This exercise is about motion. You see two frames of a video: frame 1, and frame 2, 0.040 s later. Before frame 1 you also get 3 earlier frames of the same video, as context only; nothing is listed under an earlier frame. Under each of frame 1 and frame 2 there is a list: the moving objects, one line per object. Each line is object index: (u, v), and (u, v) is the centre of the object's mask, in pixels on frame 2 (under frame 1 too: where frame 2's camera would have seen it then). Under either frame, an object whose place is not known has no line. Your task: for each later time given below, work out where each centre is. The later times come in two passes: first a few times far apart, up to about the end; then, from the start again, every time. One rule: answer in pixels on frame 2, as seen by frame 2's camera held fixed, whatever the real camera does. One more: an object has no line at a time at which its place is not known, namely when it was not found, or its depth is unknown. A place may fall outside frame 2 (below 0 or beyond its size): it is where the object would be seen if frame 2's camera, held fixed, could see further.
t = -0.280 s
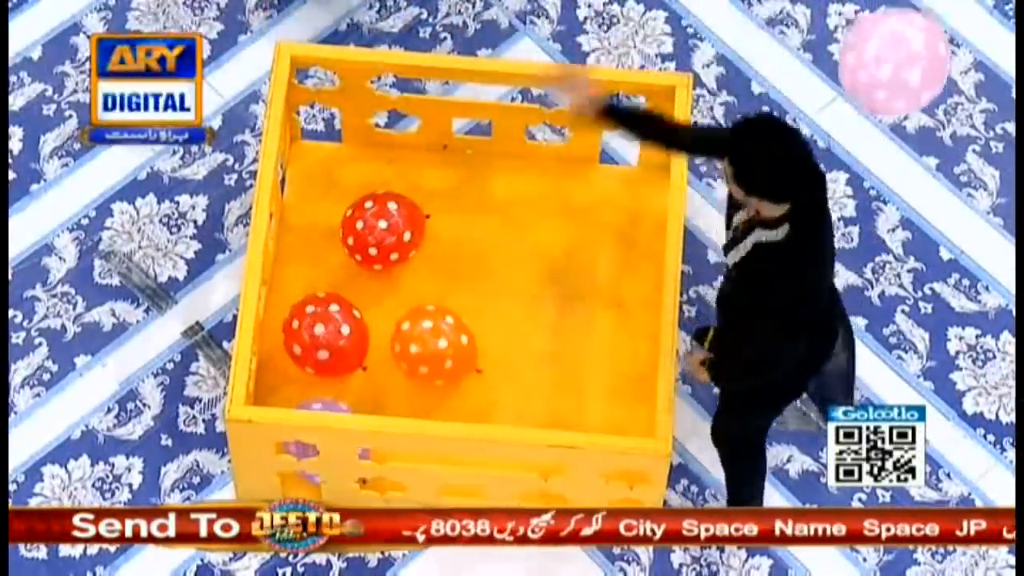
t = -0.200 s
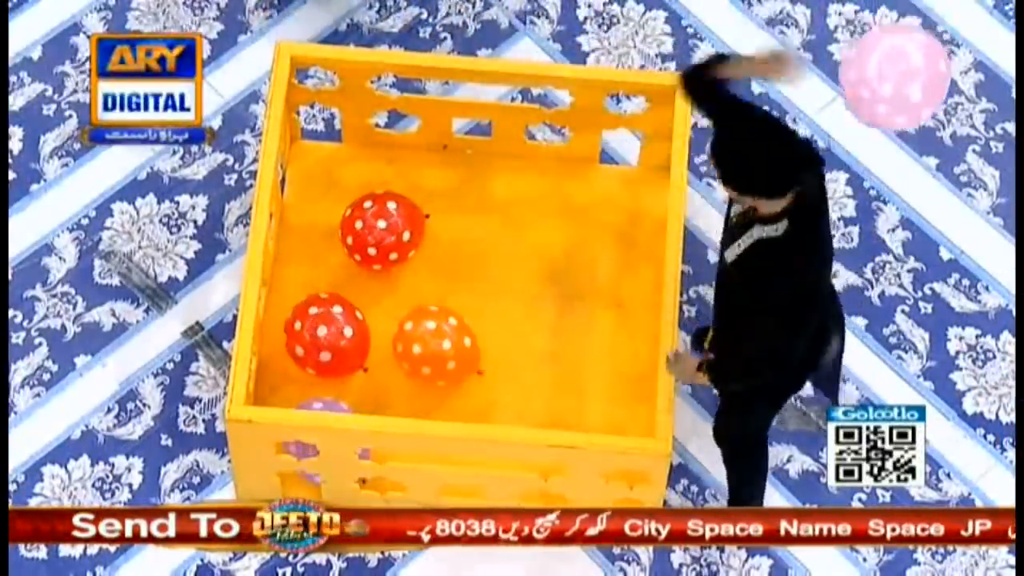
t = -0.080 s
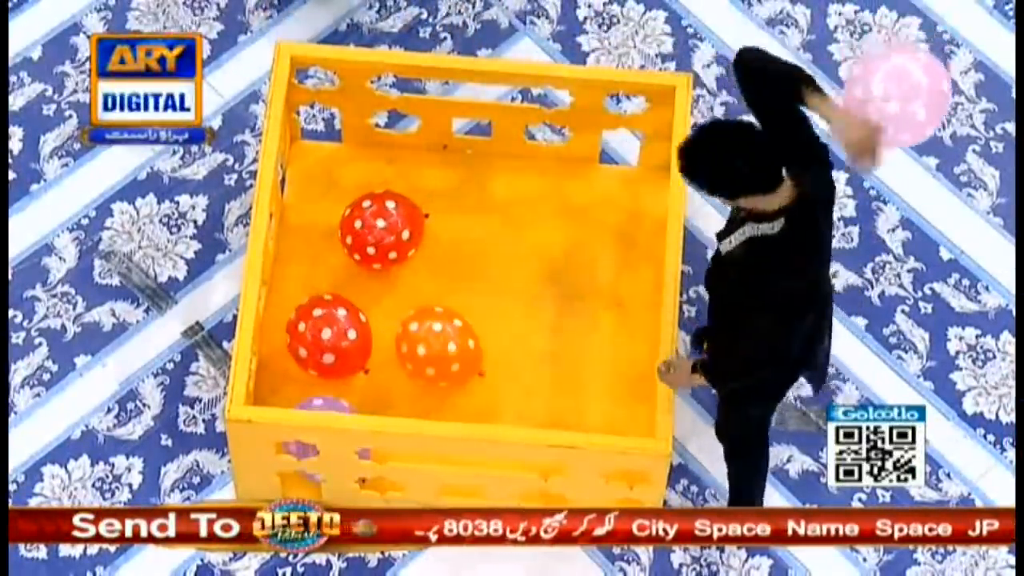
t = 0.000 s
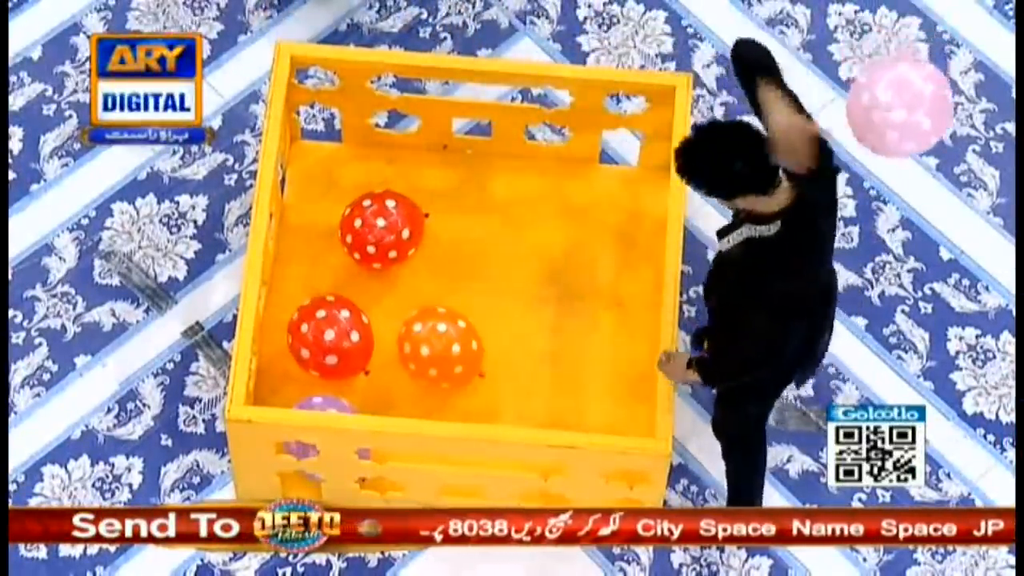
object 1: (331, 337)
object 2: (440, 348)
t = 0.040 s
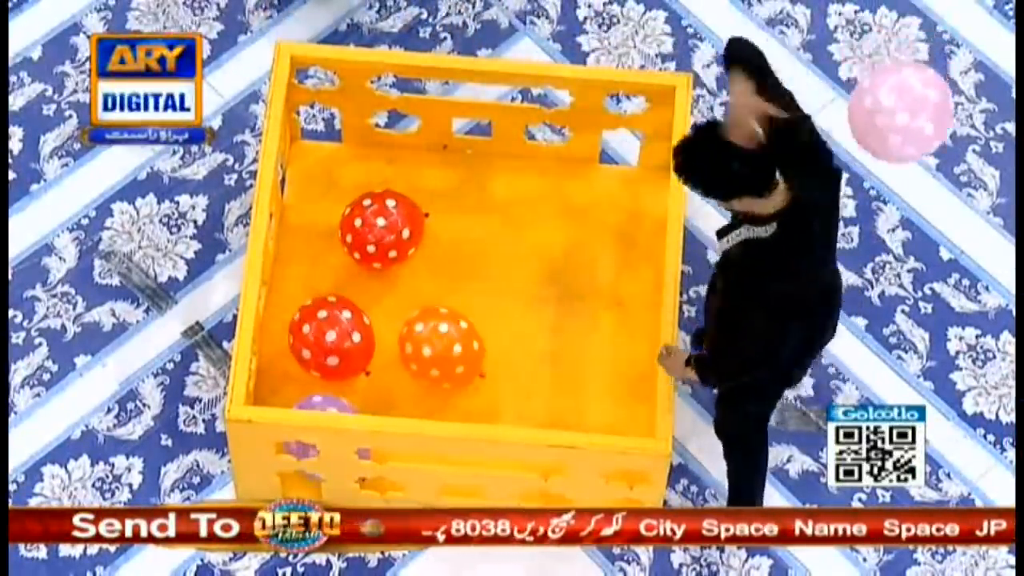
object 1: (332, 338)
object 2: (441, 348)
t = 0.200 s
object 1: (334, 339)
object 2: (445, 349)
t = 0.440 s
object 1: (338, 342)
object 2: (449, 349)
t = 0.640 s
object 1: (340, 344)
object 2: (451, 351)
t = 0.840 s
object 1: (342, 347)
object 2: (451, 351)
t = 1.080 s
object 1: (343, 350)
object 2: (448, 351)
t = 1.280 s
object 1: (343, 352)
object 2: (445, 351)
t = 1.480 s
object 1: (341, 352)
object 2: (439, 349)
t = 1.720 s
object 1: (340, 352)
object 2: (435, 348)
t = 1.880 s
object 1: (339, 351)
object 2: (434, 347)
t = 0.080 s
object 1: (332, 338)
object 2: (442, 348)
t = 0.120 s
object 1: (333, 339)
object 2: (443, 348)
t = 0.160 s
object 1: (334, 339)
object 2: (444, 348)
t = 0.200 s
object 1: (334, 339)
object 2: (445, 349)
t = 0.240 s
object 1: (335, 340)
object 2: (446, 349)
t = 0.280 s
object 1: (336, 341)
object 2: (447, 349)
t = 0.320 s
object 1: (336, 341)
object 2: (448, 349)
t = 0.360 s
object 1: (337, 341)
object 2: (448, 349)
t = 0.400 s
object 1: (337, 342)
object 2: (448, 349)
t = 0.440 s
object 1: (338, 342)
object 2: (449, 349)
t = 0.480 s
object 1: (338, 342)
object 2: (450, 350)
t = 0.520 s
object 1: (339, 343)
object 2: (450, 350)
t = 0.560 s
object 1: (339, 343)
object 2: (450, 350)
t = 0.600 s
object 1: (340, 344)
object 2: (451, 351)
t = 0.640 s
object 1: (340, 344)
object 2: (451, 351)
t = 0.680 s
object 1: (341, 345)
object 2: (451, 351)
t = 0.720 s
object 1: (341, 345)
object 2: (451, 351)
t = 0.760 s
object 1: (341, 346)
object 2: (451, 351)
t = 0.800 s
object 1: (341, 346)
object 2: (451, 351)
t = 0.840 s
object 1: (342, 347)
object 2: (451, 351)
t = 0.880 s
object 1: (342, 348)
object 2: (450, 351)
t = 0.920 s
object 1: (342, 348)
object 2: (450, 351)
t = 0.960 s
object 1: (343, 349)
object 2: (449, 352)
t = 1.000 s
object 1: (342, 350)
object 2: (449, 352)
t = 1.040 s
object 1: (342, 350)
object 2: (449, 352)
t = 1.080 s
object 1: (343, 350)
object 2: (448, 351)
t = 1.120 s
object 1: (343, 351)
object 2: (448, 352)
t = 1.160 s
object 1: (343, 351)
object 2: (447, 352)
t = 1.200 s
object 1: (343, 351)
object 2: (446, 351)
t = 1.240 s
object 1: (343, 352)
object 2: (446, 351)
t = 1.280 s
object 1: (343, 352)
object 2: (445, 351)
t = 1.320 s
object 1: (342, 352)
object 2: (444, 351)
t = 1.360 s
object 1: (342, 352)
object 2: (442, 350)
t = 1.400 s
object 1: (342, 352)
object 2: (441, 350)
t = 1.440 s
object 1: (342, 352)
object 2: (440, 349)
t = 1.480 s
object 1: (341, 352)
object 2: (439, 349)
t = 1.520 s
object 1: (341, 351)
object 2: (439, 348)
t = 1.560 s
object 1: (341, 352)
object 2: (438, 348)
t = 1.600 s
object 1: (341, 352)
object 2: (437, 348)
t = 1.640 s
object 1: (340, 352)
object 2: (436, 348)
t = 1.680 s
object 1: (340, 352)
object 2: (436, 347)
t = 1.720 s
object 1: (340, 352)
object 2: (435, 348)
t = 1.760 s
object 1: (340, 352)
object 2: (435, 347)
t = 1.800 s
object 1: (339, 352)
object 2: (435, 347)
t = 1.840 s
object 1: (339, 352)
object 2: (434, 347)
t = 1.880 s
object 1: (339, 351)
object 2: (434, 347)
